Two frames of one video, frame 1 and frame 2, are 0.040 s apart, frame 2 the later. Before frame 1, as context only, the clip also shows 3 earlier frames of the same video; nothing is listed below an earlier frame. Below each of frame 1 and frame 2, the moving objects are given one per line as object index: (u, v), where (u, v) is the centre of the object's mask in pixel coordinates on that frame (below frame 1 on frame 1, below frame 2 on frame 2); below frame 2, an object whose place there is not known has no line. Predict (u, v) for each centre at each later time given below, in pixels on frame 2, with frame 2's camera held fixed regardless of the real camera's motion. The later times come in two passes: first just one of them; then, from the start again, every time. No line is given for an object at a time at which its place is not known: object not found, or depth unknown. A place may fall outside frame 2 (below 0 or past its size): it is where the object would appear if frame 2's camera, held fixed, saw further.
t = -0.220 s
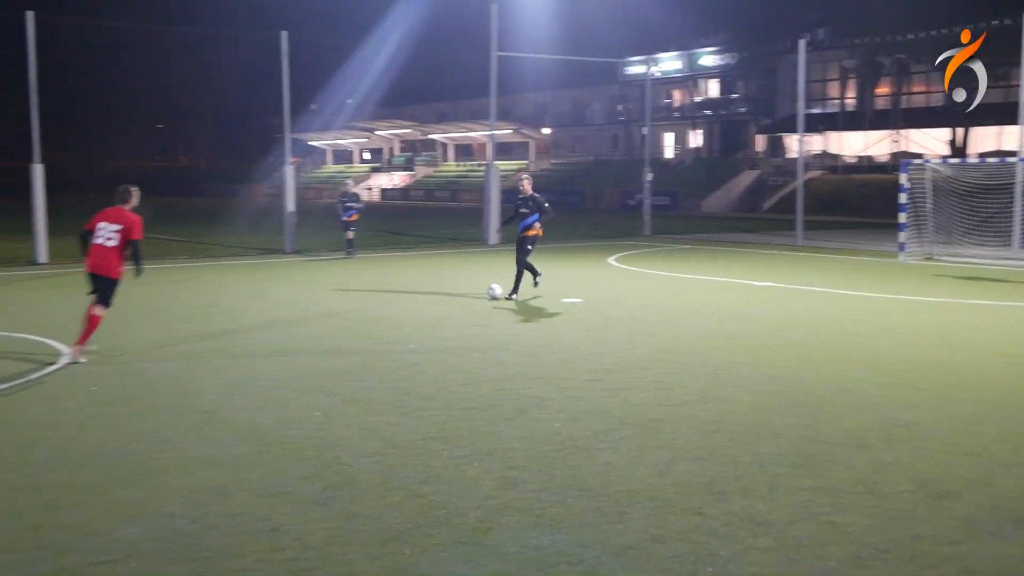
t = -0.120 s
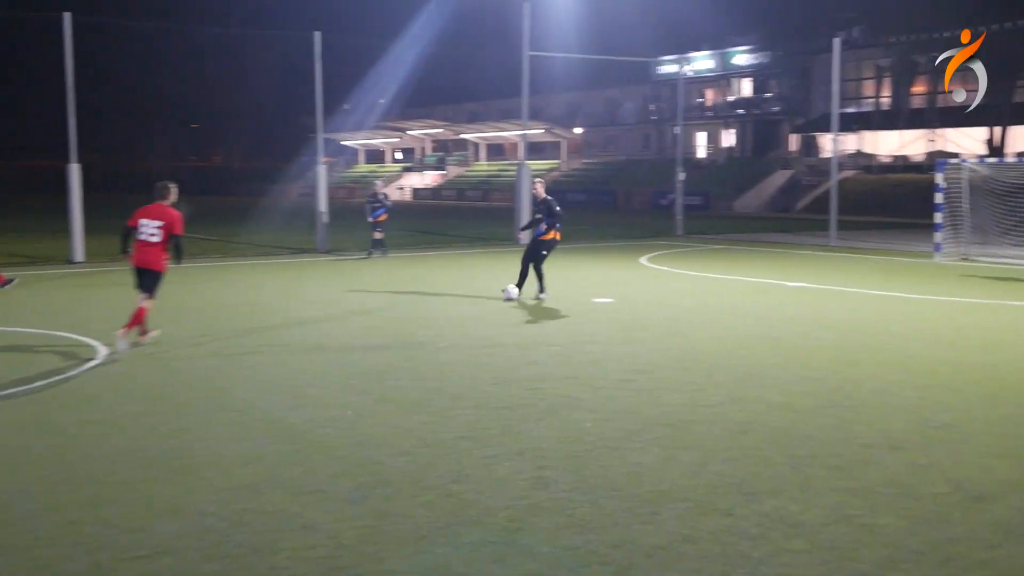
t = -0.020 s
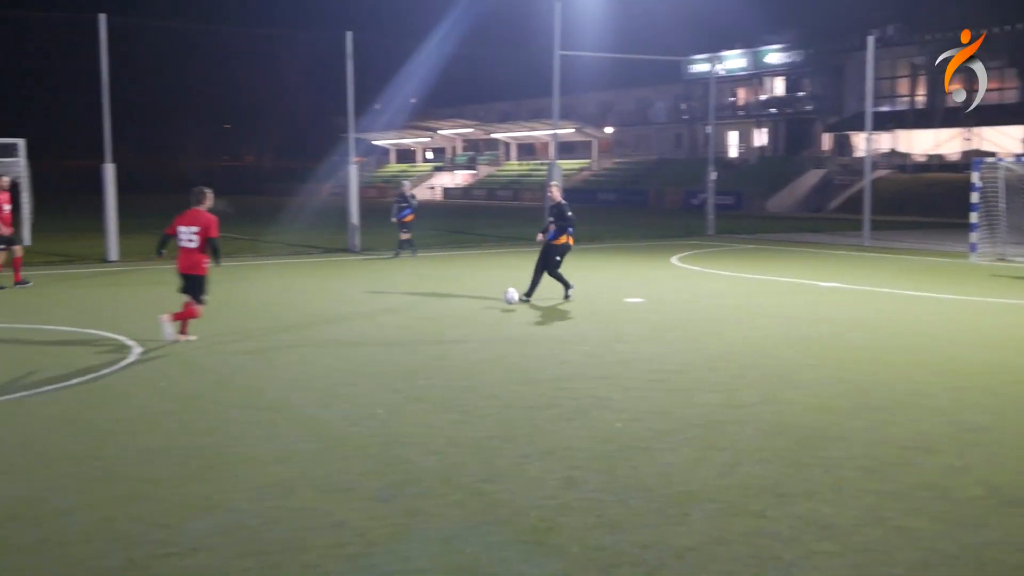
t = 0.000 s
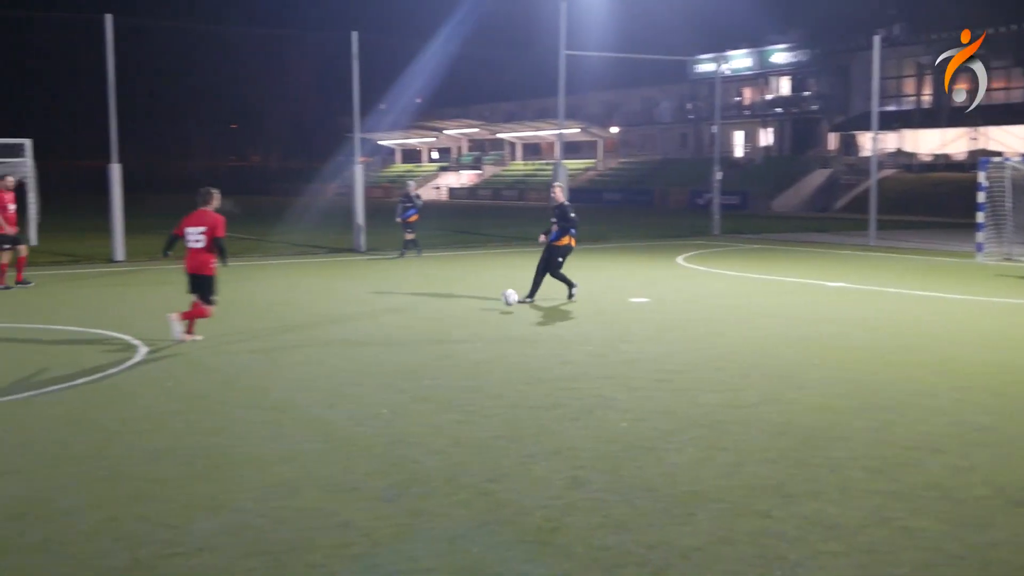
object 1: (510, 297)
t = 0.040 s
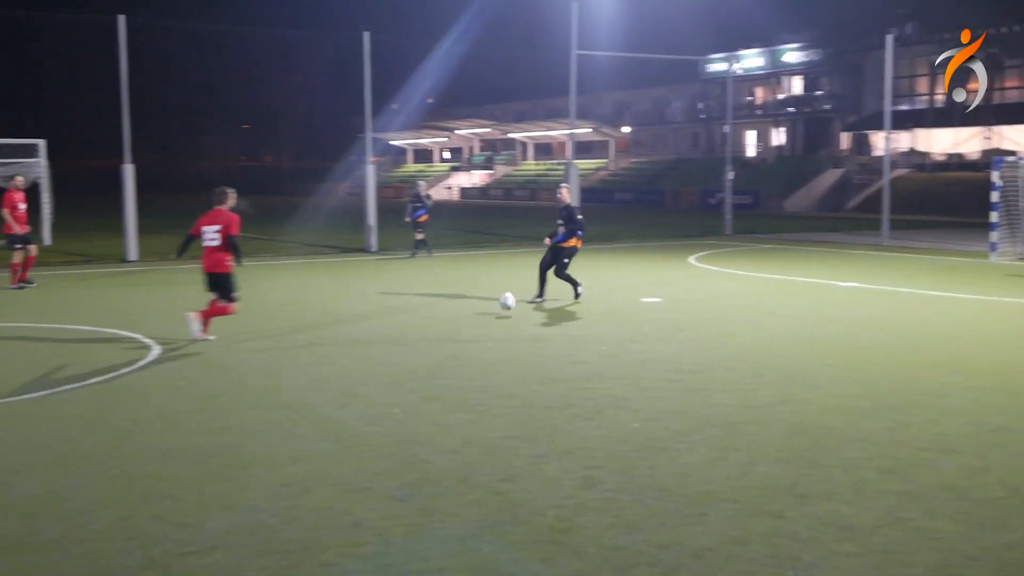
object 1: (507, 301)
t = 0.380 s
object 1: (367, 348)
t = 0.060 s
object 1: (500, 304)
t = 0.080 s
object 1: (492, 307)
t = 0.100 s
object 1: (485, 310)
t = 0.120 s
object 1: (477, 316)
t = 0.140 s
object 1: (469, 317)
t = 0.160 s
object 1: (462, 317)
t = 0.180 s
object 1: (455, 317)
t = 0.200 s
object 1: (447, 318)
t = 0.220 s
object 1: (438, 319)
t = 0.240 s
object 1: (431, 321)
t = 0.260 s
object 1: (422, 323)
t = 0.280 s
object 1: (414, 326)
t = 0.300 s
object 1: (405, 329)
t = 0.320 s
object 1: (396, 333)
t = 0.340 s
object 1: (386, 337)
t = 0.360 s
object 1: (376, 342)
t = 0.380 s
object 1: (367, 348)
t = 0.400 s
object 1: (357, 353)
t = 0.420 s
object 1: (347, 354)
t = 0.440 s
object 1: (338, 354)
